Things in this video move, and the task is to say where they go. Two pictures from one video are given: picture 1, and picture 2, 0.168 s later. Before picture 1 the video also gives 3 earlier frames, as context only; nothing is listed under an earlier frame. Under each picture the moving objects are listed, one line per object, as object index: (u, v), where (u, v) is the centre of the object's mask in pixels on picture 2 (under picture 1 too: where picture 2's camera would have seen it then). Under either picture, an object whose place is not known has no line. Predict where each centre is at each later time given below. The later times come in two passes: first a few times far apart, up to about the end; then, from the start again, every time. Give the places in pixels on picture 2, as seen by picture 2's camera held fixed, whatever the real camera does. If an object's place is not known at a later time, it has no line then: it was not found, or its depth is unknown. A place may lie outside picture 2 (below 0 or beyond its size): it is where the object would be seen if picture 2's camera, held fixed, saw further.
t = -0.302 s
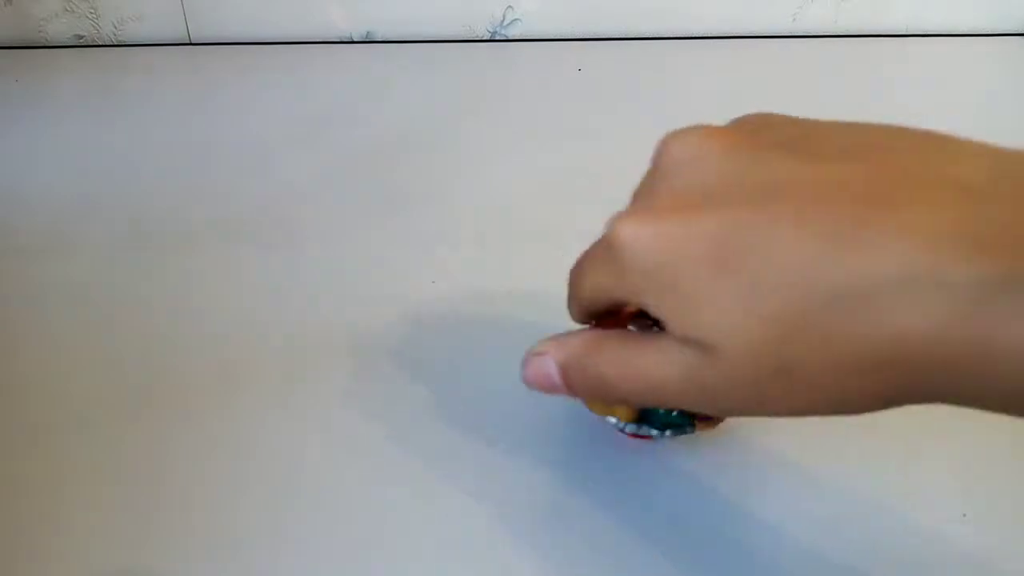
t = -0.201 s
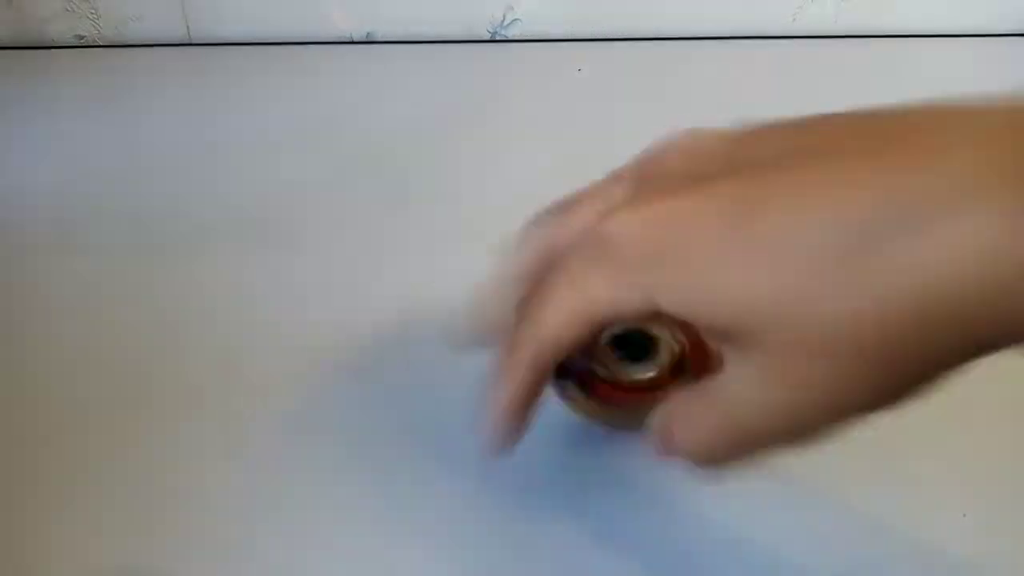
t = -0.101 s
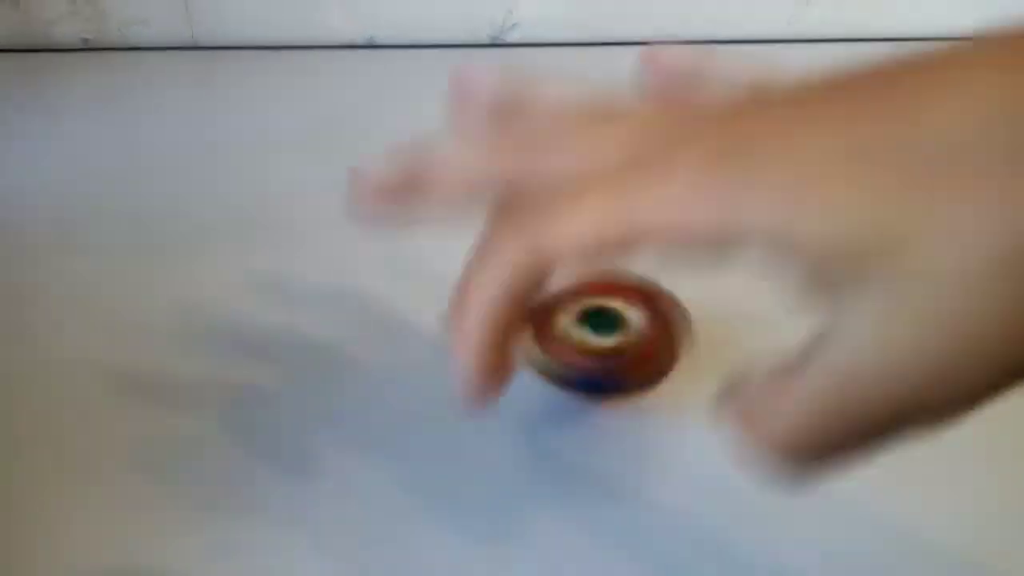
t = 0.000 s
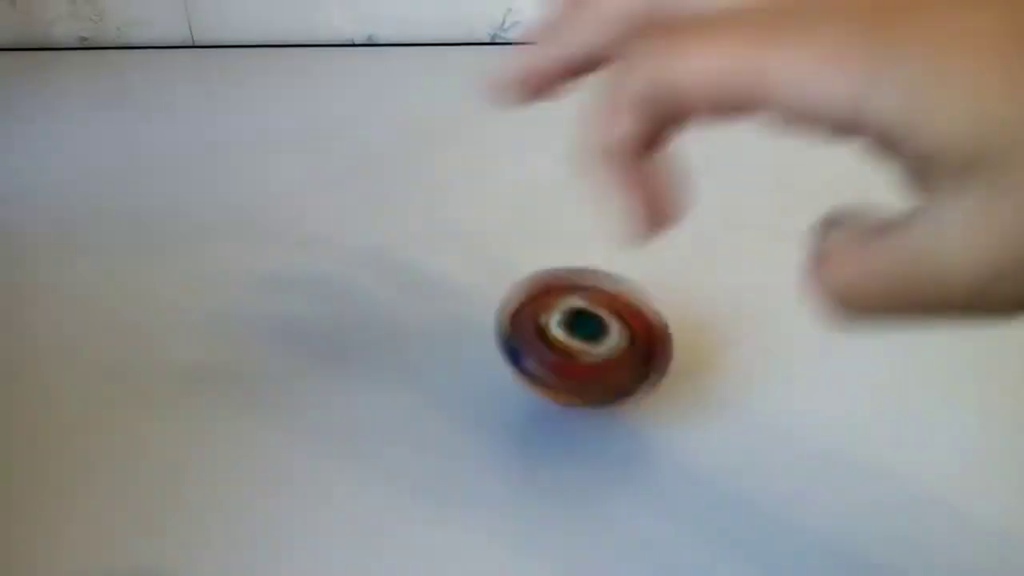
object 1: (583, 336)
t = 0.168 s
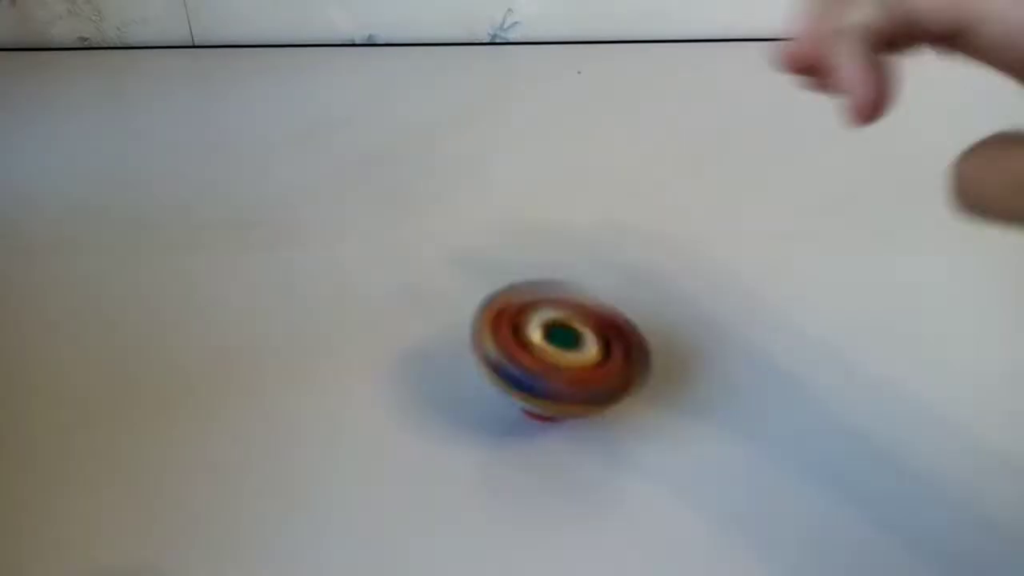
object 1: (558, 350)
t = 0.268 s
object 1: (560, 362)
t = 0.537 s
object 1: (602, 390)
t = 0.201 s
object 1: (555, 354)
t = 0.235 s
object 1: (556, 357)
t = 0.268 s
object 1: (560, 362)
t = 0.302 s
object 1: (560, 367)
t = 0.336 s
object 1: (564, 371)
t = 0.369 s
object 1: (570, 374)
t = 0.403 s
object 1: (575, 379)
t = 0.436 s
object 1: (581, 383)
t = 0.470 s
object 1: (589, 385)
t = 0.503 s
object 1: (597, 388)
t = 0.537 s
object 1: (602, 390)
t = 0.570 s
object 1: (609, 390)
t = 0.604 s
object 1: (617, 389)
